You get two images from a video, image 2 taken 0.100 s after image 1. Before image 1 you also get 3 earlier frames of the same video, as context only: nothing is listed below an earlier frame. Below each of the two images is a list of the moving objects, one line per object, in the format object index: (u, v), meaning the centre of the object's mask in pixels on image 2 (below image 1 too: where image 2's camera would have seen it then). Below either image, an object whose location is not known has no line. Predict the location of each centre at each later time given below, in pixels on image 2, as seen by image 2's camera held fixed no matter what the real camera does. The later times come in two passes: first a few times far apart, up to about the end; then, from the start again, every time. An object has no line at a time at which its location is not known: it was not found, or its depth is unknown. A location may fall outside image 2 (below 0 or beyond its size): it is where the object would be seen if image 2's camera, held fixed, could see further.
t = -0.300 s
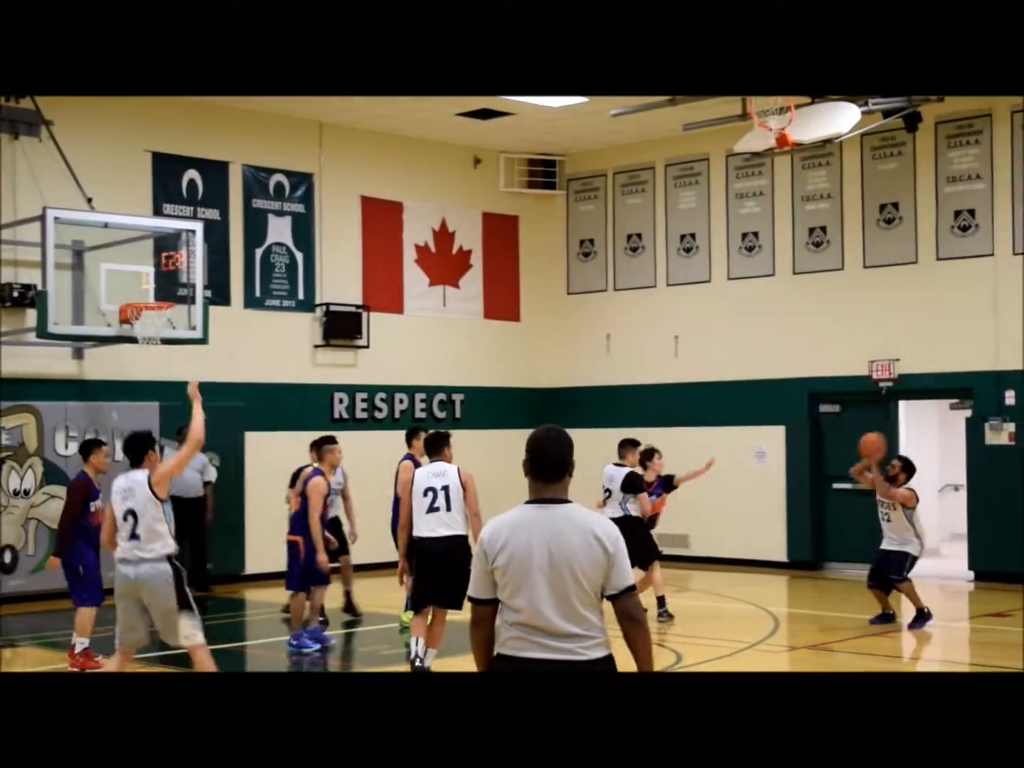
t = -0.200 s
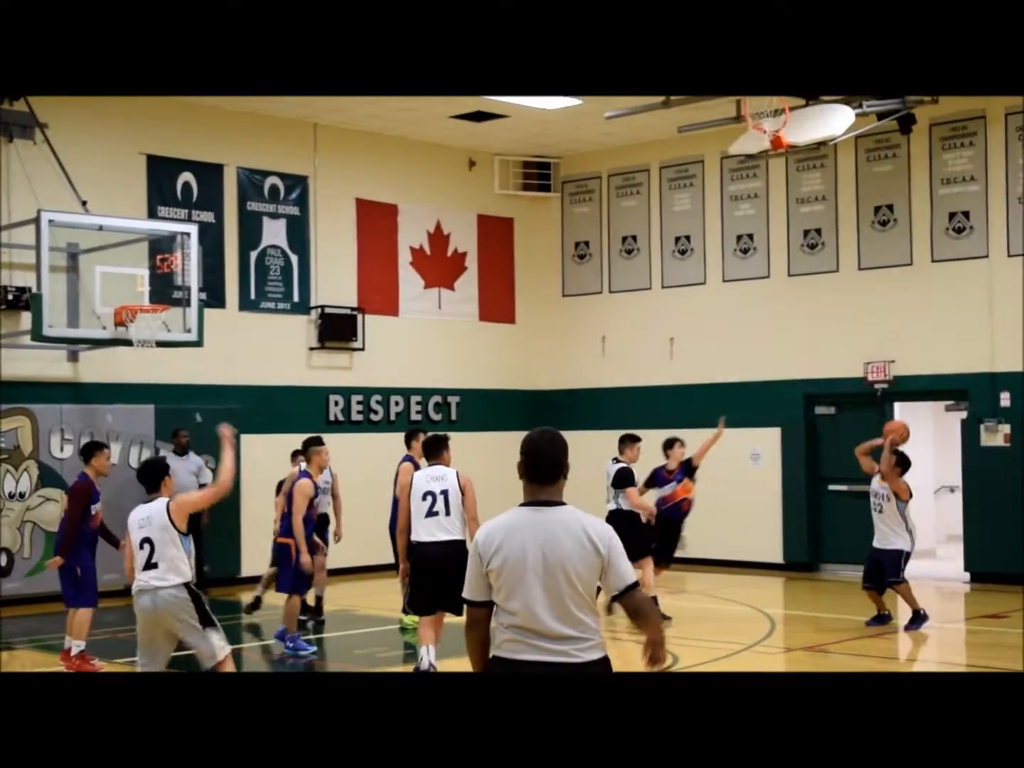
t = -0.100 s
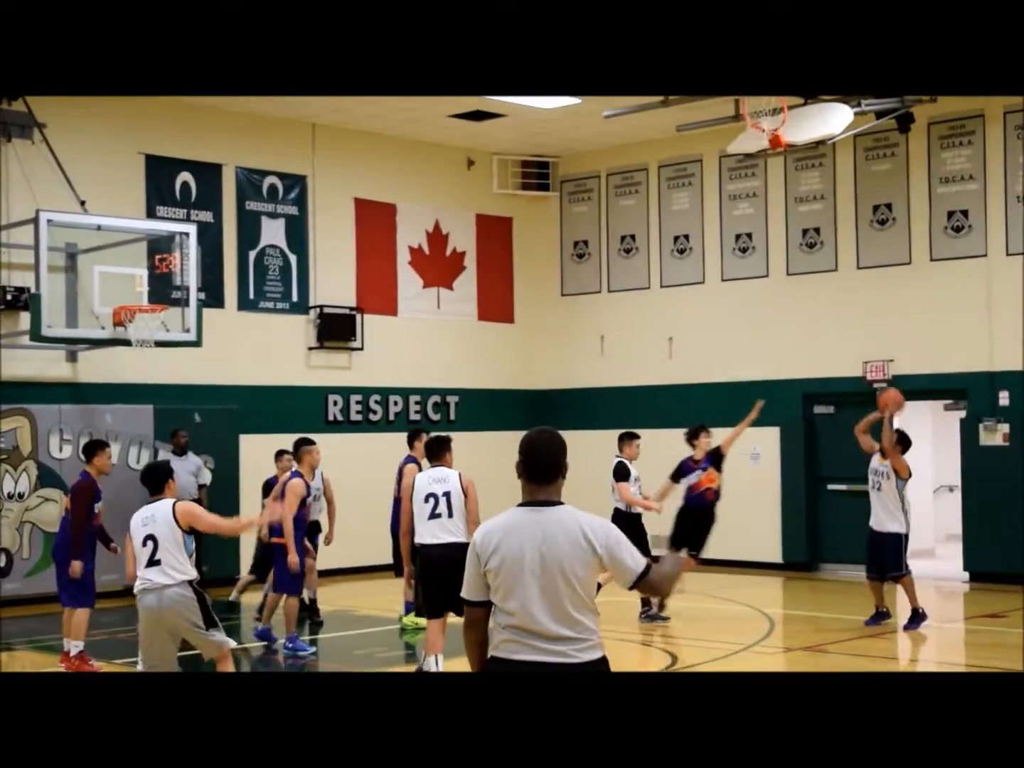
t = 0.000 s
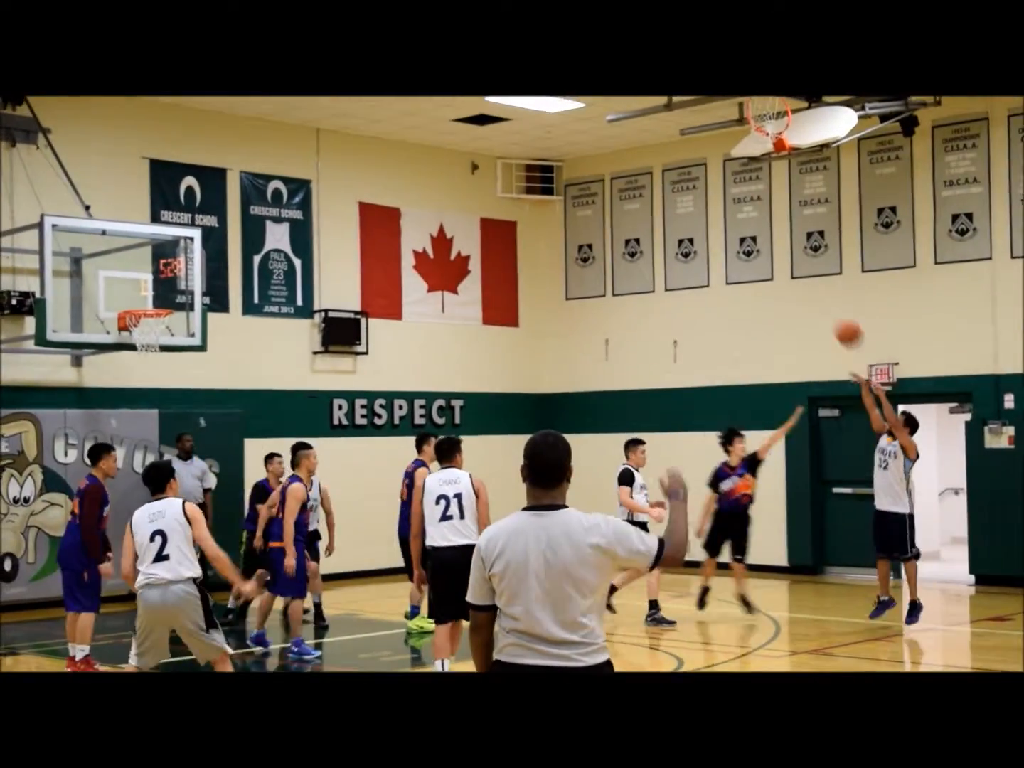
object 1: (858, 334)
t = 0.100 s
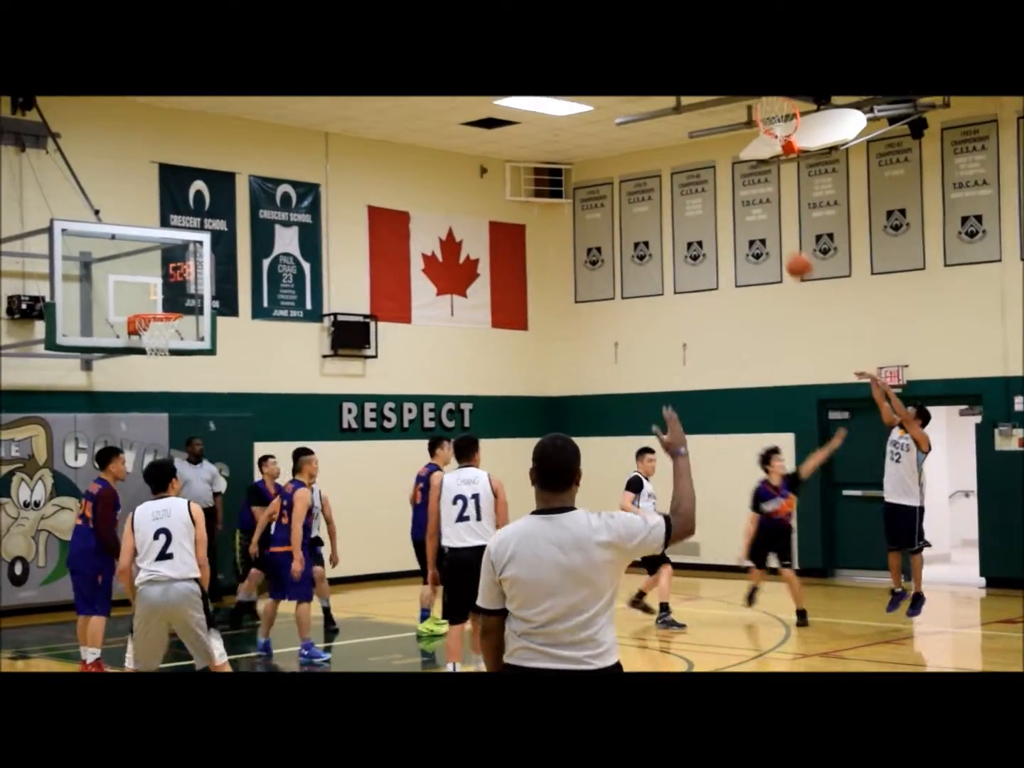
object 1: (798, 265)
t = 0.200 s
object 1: (740, 208)
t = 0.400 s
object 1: (628, 127)
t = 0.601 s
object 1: (521, 91)
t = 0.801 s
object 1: (418, 94)
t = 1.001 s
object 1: (320, 137)
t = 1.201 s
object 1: (225, 219)
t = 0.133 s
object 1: (779, 245)
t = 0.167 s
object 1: (760, 226)
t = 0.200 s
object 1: (740, 208)
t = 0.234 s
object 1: (722, 190)
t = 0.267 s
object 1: (702, 175)
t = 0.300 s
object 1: (683, 162)
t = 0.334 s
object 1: (665, 148)
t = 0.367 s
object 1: (647, 137)
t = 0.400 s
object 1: (628, 127)
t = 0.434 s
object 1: (610, 117)
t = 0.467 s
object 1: (593, 110)
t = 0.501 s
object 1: (574, 103)
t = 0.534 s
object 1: (556, 96)
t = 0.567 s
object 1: (539, 93)
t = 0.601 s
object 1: (521, 91)
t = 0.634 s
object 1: (504, 91)
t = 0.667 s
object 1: (487, 90)
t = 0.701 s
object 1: (469, 90)
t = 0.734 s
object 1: (452, 90)
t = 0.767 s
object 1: (436, 91)
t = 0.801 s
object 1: (418, 94)
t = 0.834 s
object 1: (402, 98)
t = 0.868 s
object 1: (386, 104)
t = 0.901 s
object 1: (369, 110)
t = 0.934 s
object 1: (353, 118)
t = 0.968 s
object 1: (336, 127)
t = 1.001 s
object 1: (320, 137)
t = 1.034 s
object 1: (303, 148)
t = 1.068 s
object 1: (288, 160)
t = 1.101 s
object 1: (271, 173)
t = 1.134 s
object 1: (256, 188)
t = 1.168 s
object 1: (241, 203)
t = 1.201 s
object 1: (225, 219)
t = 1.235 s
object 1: (211, 237)
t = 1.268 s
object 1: (193, 256)
